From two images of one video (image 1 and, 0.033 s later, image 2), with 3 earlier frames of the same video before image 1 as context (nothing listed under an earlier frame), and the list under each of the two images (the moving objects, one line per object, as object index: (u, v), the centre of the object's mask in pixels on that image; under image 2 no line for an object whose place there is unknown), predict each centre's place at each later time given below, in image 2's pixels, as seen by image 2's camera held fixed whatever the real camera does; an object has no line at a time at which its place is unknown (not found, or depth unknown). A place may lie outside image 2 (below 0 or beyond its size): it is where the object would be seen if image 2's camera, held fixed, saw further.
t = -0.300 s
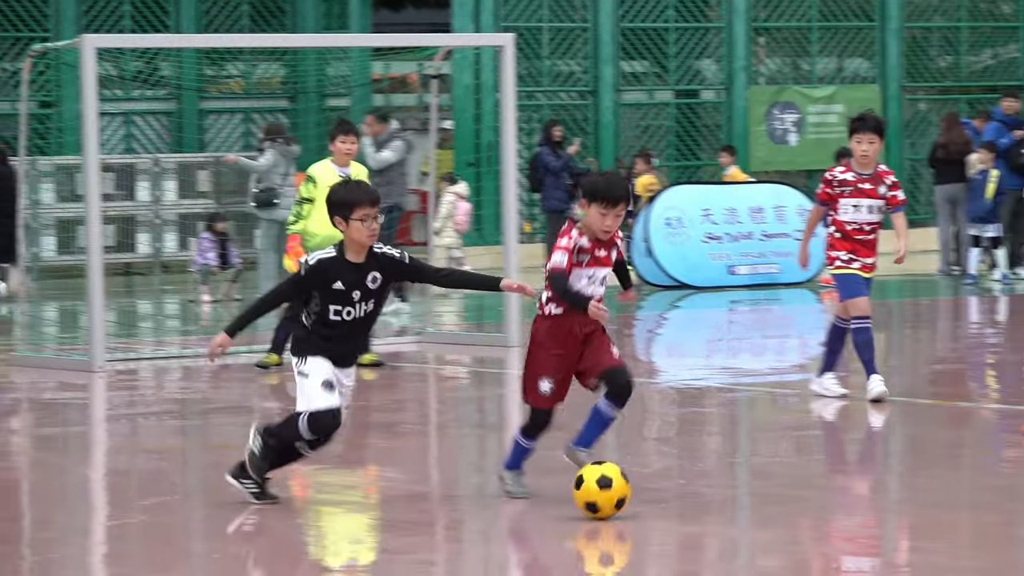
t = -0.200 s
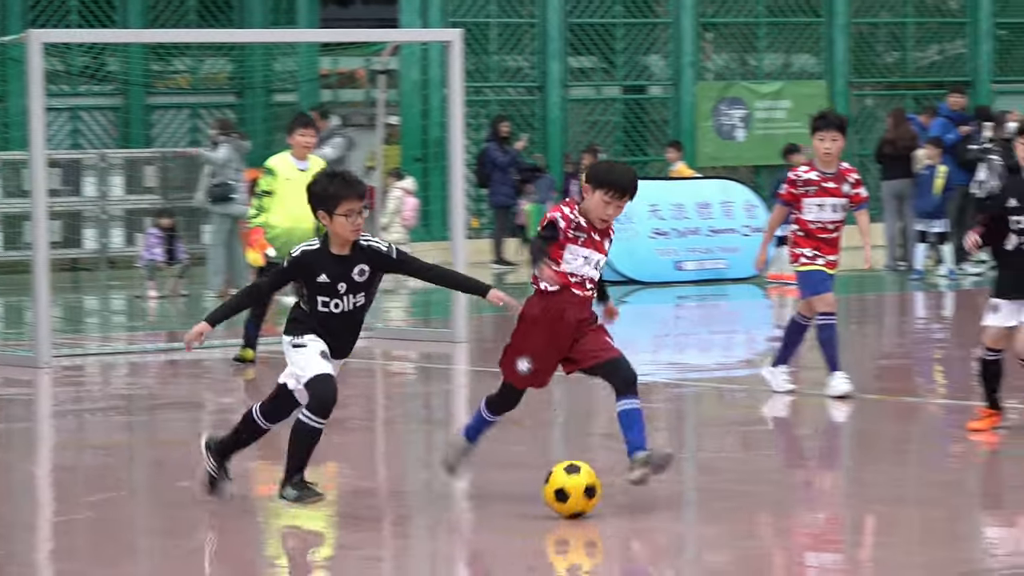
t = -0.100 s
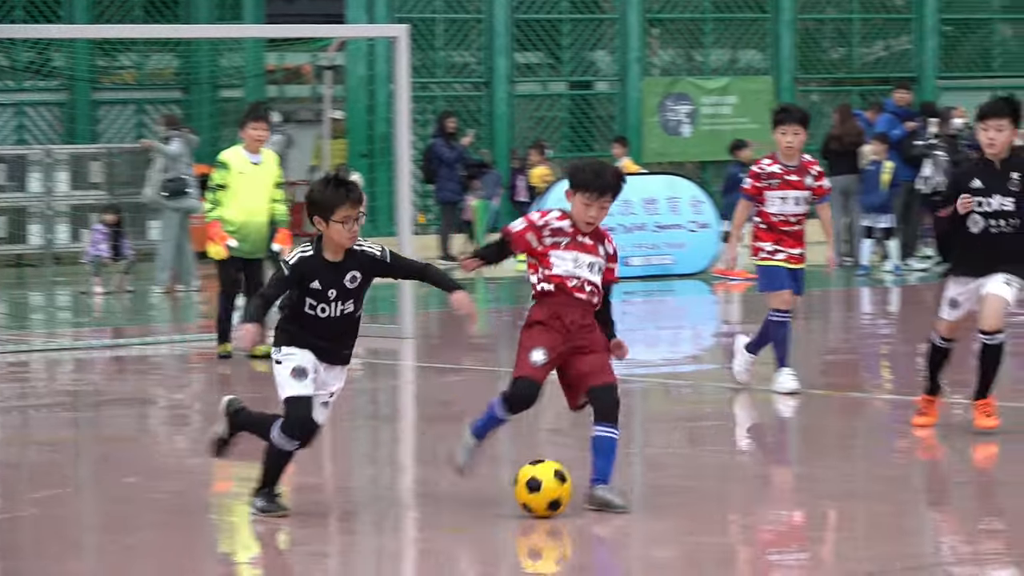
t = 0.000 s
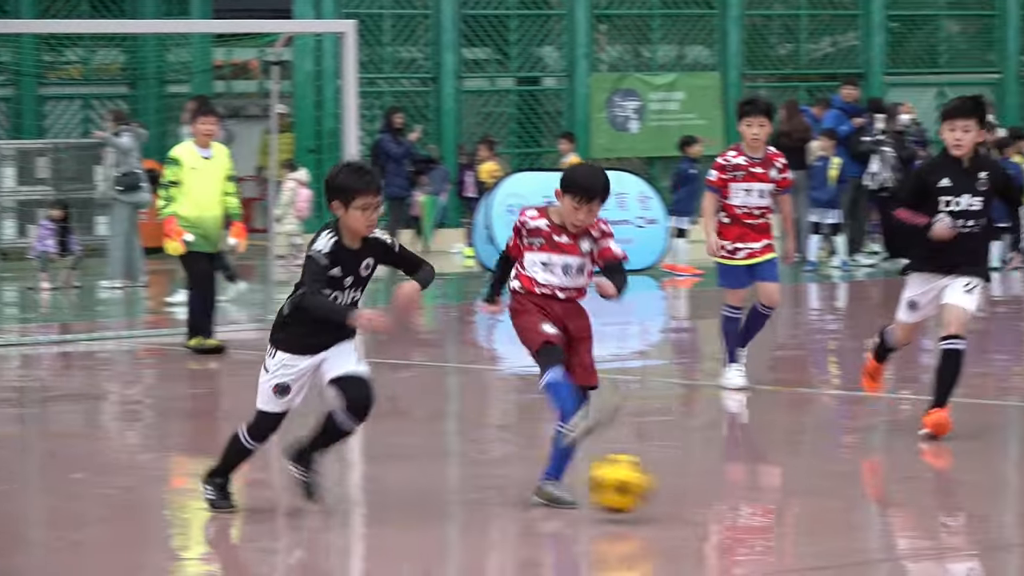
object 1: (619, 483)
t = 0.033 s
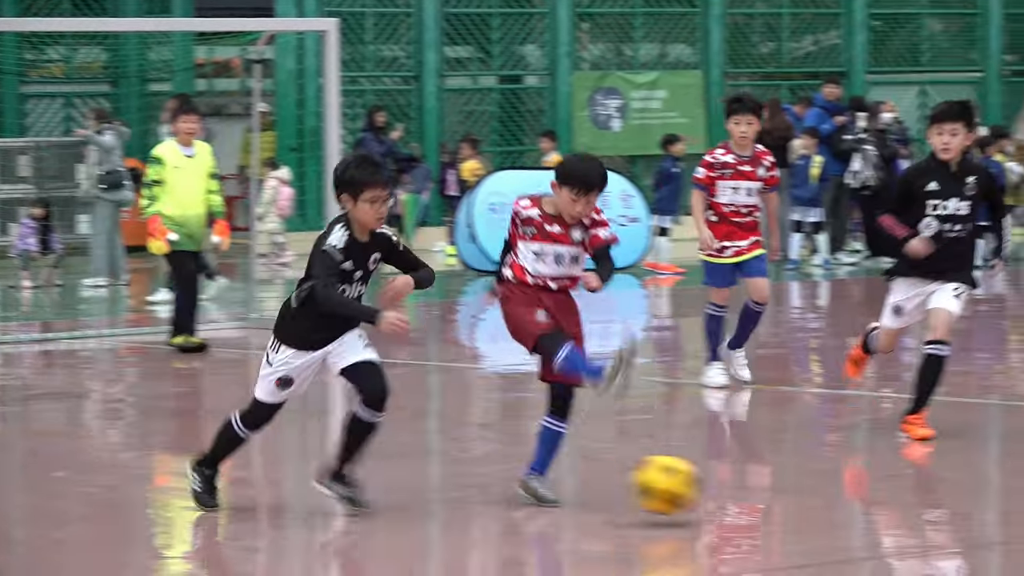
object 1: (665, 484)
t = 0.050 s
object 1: (700, 487)
